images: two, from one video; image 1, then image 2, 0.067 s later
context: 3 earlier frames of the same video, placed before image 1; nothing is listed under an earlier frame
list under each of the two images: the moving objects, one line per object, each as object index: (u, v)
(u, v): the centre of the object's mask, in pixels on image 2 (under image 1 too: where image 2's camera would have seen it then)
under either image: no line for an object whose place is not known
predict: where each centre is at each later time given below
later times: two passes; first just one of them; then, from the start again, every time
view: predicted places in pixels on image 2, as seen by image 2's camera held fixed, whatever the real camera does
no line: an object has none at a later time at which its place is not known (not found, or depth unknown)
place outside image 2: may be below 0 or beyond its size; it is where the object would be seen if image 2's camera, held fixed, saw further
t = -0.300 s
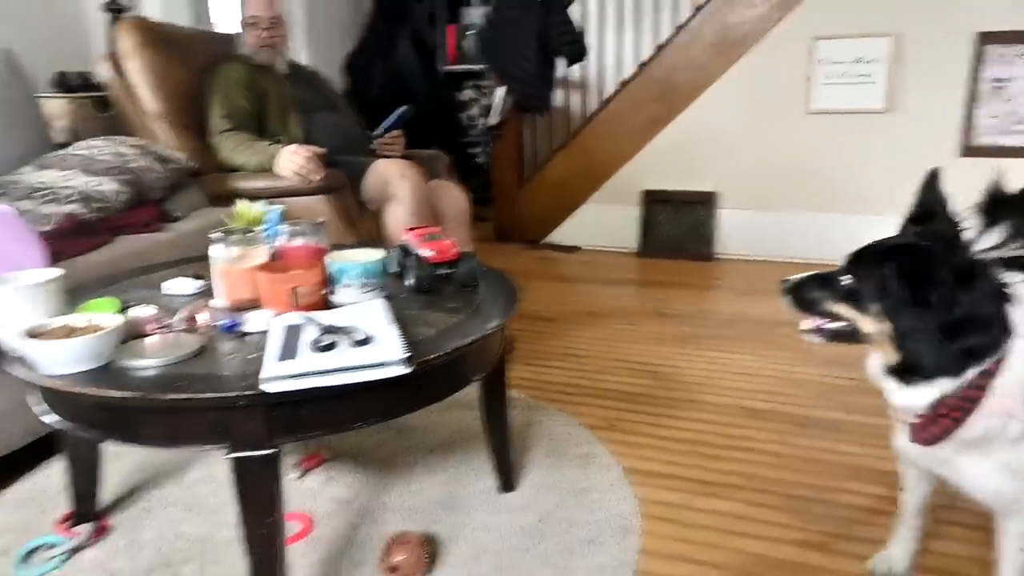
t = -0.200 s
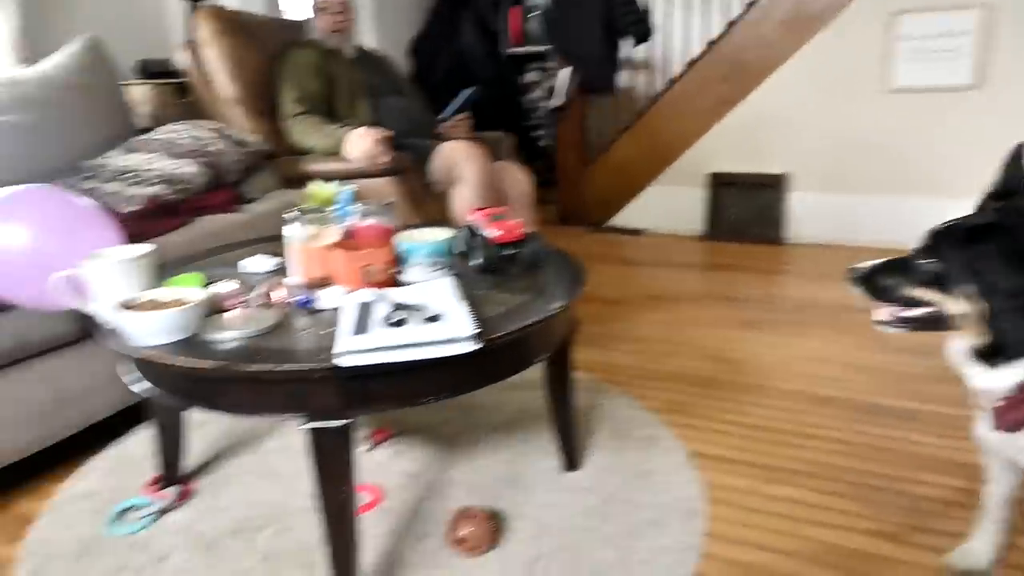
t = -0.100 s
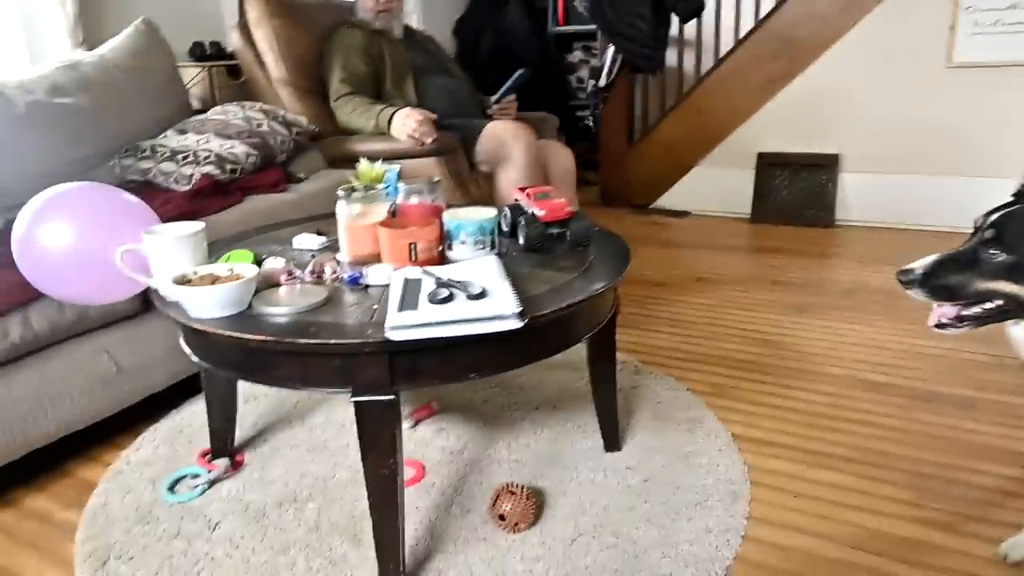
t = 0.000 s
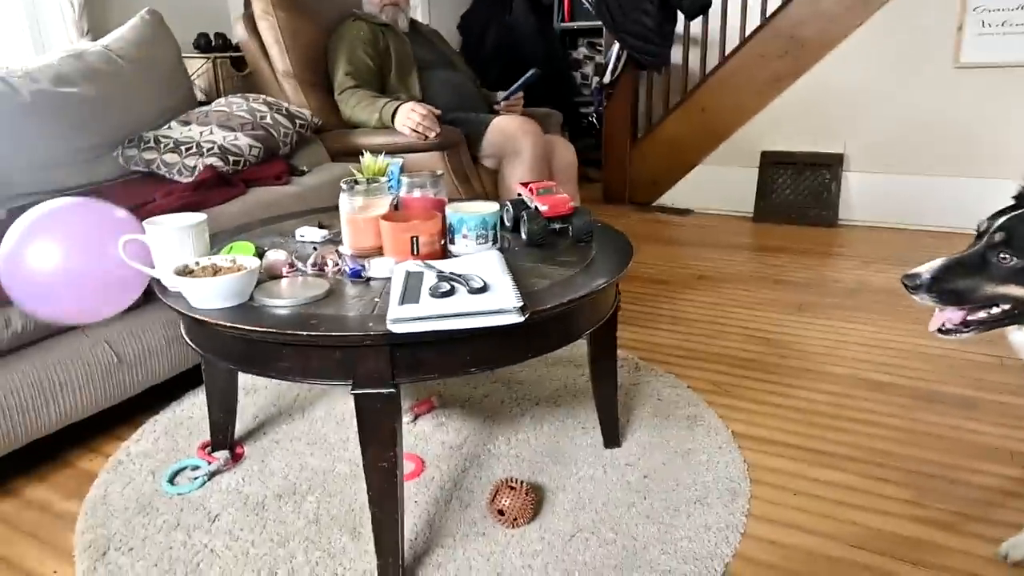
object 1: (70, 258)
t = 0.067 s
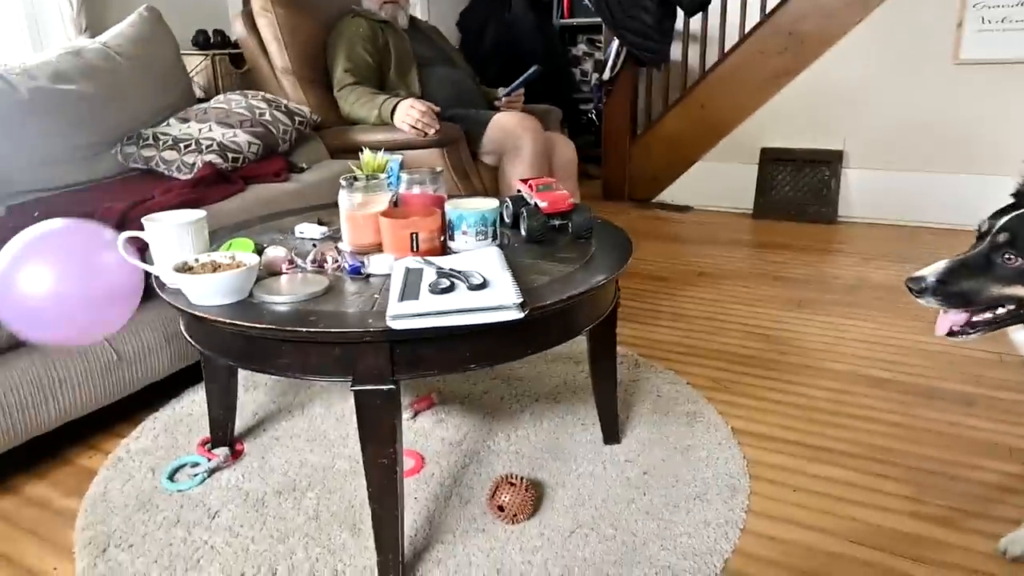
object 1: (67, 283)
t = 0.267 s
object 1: (54, 392)
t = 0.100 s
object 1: (66, 297)
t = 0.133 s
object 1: (63, 314)
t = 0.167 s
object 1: (58, 332)
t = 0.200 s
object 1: (55, 351)
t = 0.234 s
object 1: (53, 372)
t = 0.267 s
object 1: (54, 392)
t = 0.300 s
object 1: (54, 414)
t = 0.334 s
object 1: (56, 436)
